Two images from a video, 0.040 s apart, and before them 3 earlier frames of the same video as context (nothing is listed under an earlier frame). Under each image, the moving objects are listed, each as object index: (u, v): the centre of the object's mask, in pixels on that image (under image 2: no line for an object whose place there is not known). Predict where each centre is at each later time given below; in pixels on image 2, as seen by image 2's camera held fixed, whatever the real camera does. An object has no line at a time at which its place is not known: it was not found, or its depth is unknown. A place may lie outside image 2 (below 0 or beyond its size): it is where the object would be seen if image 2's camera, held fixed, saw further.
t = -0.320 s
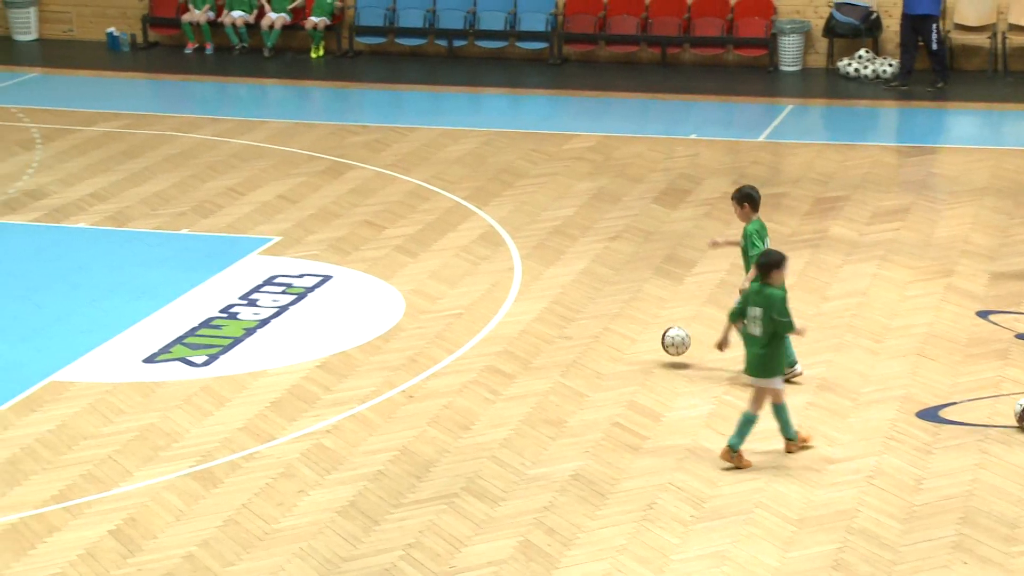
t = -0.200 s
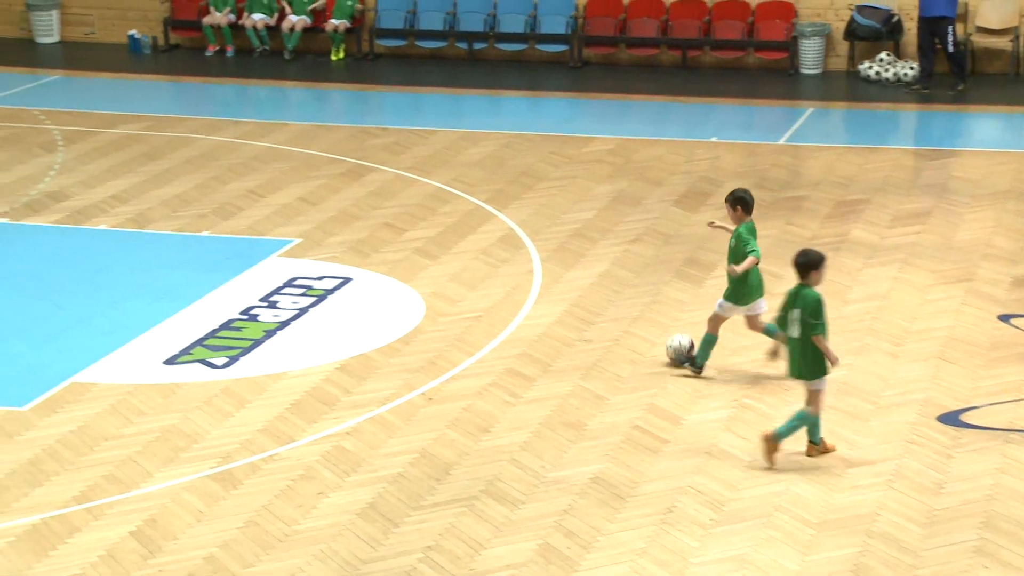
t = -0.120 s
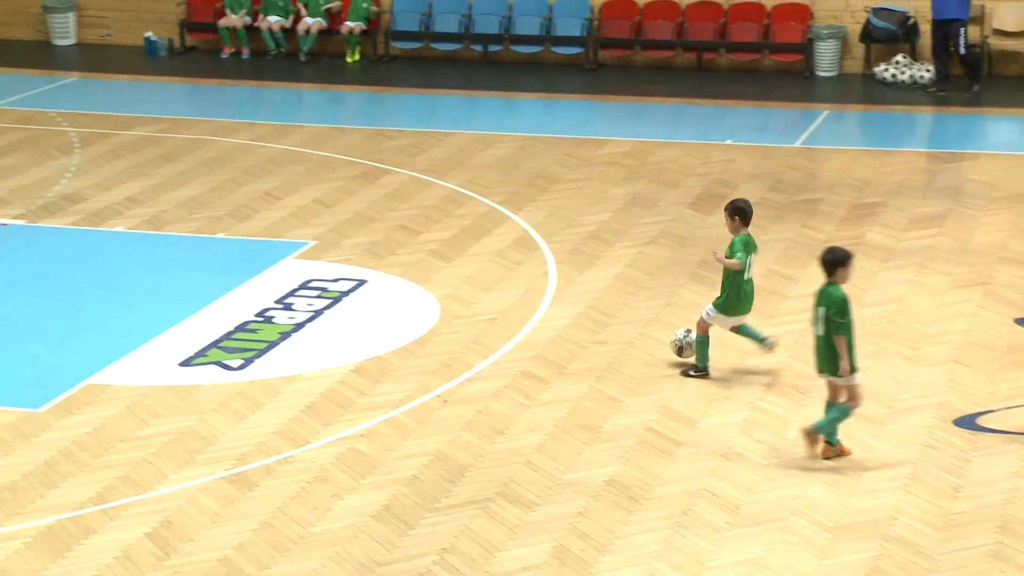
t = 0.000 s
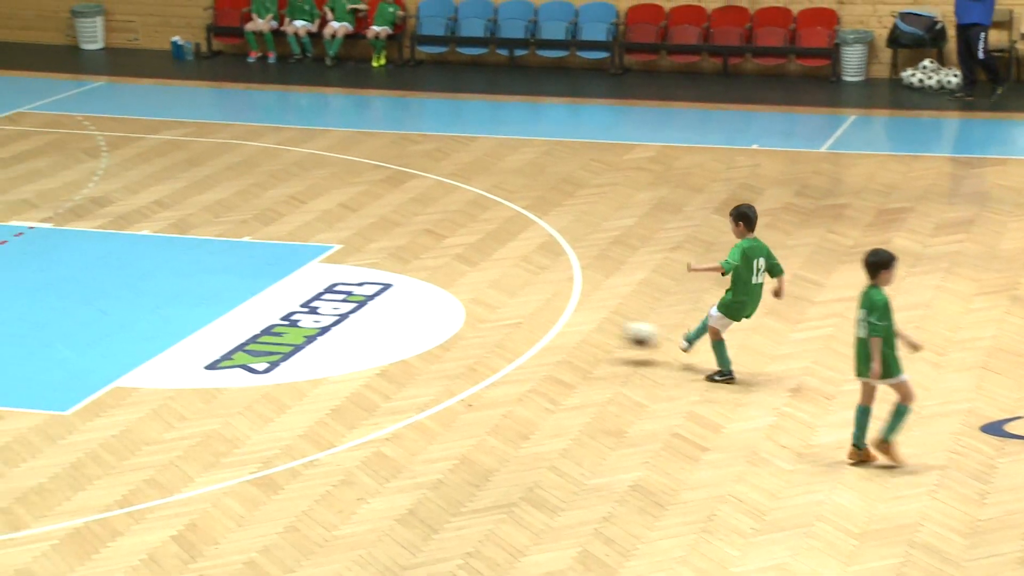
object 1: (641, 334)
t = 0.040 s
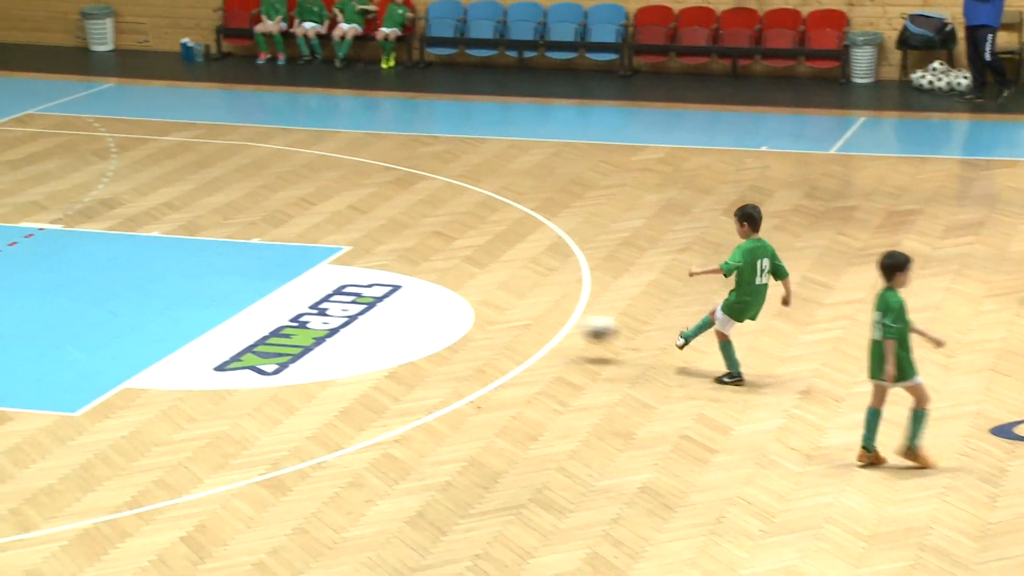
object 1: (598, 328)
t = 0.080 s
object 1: (549, 324)
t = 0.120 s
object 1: (501, 322)
